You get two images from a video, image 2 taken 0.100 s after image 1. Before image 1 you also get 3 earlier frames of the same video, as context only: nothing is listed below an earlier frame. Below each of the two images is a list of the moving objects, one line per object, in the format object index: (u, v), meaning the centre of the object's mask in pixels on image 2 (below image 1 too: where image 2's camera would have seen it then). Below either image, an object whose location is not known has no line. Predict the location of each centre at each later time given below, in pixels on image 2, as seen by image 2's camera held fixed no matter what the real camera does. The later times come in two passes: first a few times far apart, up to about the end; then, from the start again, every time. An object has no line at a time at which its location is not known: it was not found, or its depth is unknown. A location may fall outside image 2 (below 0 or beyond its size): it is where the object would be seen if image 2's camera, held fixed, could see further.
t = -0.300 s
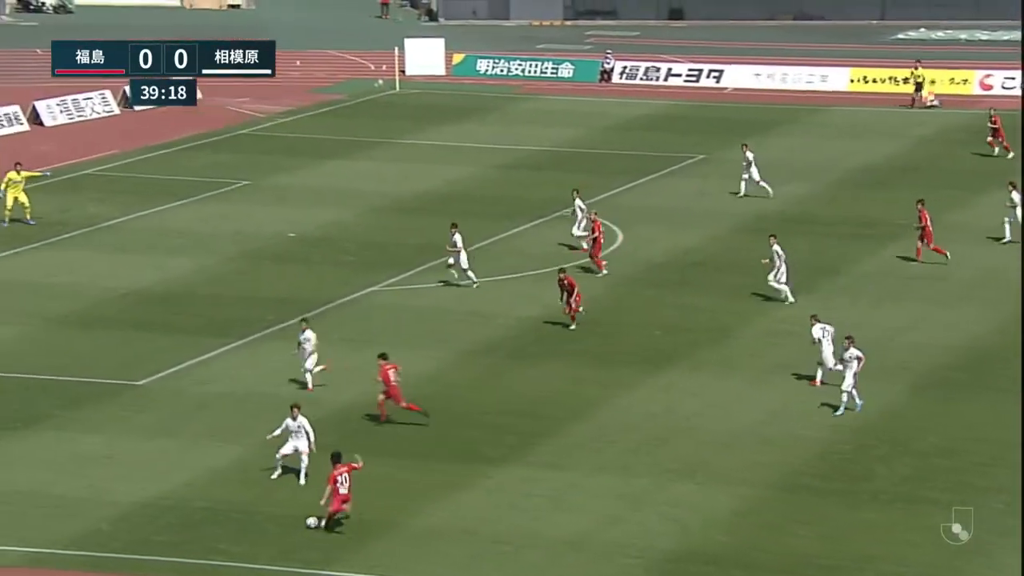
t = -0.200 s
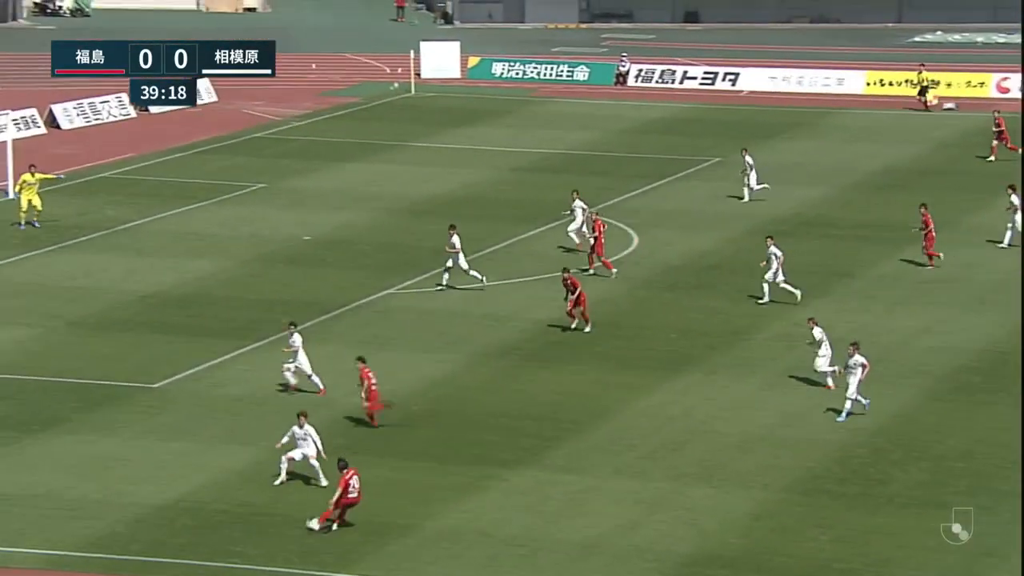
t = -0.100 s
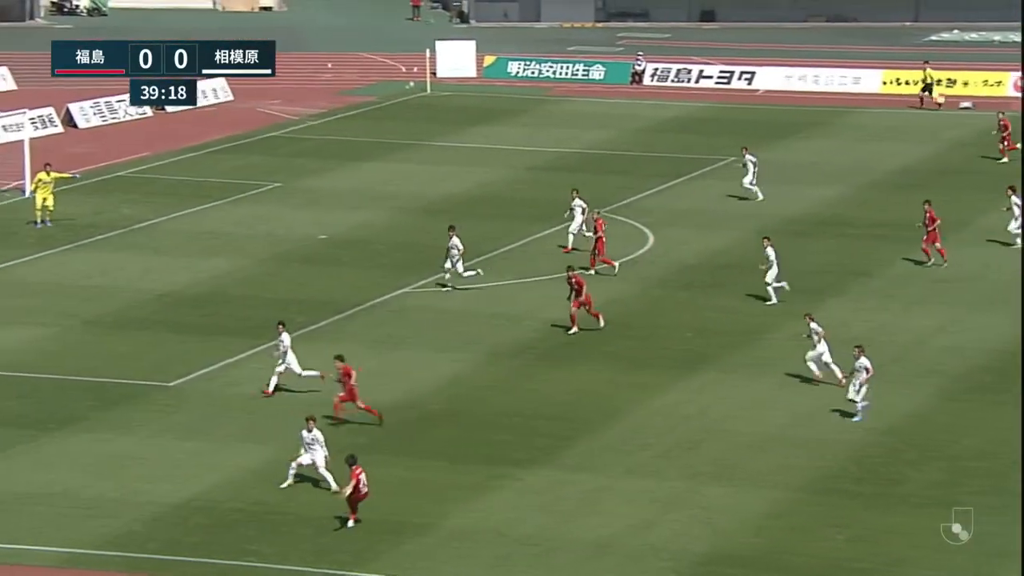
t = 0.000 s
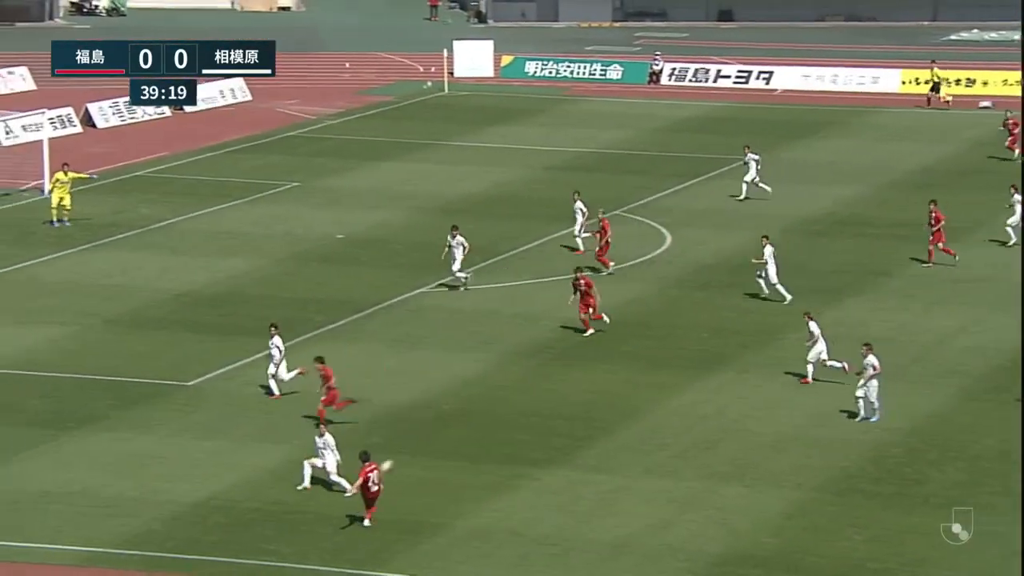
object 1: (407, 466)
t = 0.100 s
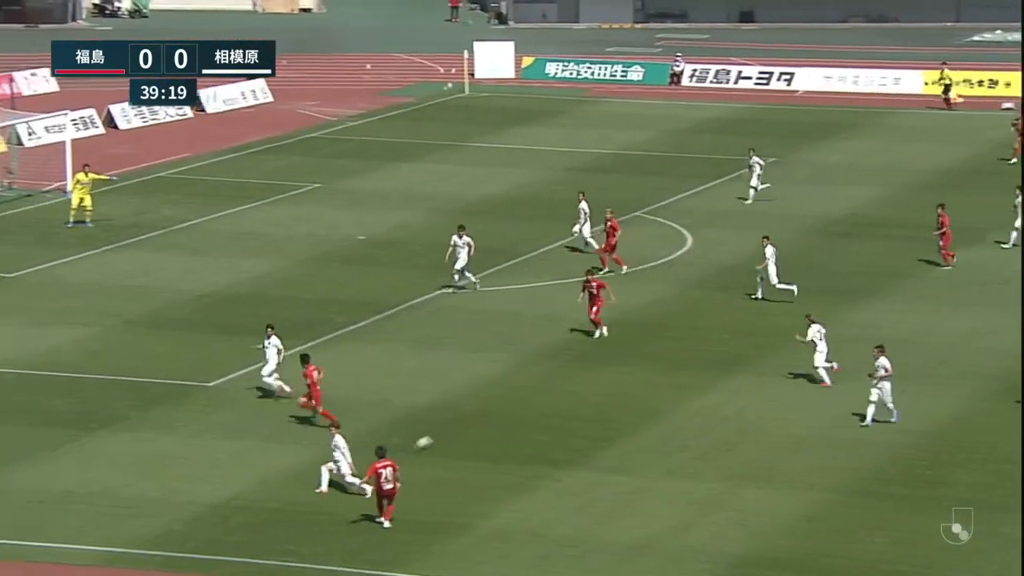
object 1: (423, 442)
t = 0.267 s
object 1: (452, 412)
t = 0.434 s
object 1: (480, 384)
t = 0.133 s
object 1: (429, 436)
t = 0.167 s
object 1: (433, 430)
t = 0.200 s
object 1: (440, 425)
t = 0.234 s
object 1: (447, 418)
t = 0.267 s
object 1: (452, 412)
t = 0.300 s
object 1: (458, 405)
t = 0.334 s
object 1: (466, 400)
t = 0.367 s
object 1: (468, 397)
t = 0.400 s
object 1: (476, 390)
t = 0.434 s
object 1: (480, 384)
